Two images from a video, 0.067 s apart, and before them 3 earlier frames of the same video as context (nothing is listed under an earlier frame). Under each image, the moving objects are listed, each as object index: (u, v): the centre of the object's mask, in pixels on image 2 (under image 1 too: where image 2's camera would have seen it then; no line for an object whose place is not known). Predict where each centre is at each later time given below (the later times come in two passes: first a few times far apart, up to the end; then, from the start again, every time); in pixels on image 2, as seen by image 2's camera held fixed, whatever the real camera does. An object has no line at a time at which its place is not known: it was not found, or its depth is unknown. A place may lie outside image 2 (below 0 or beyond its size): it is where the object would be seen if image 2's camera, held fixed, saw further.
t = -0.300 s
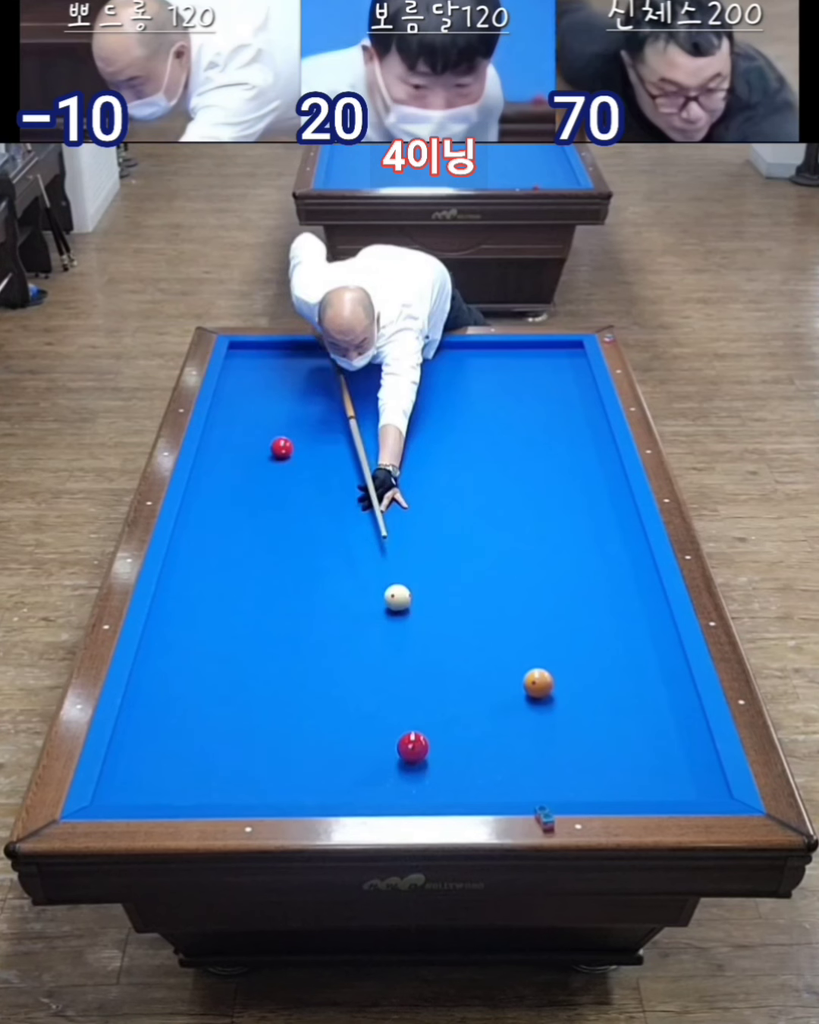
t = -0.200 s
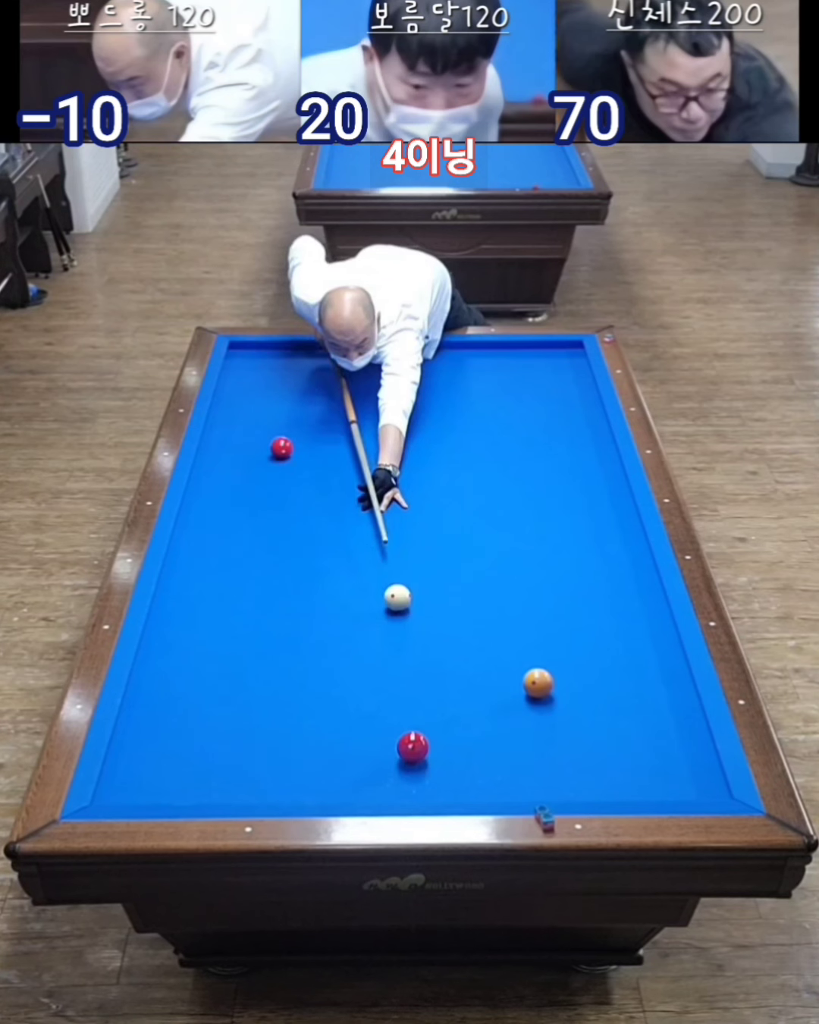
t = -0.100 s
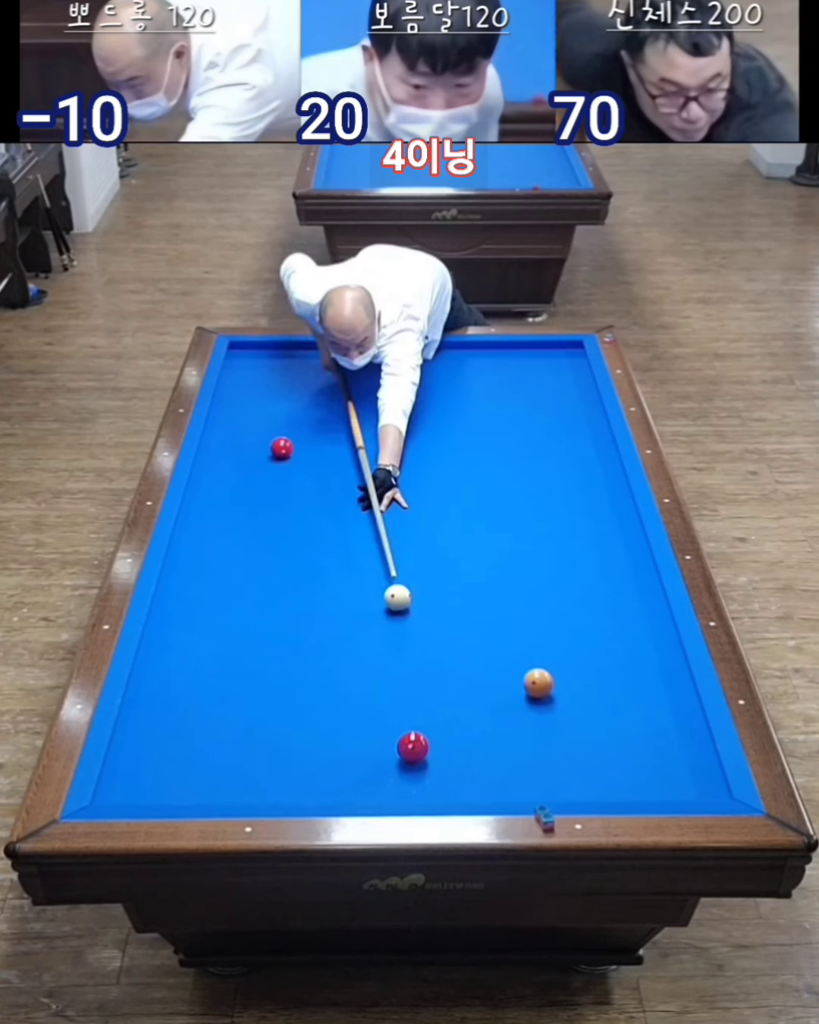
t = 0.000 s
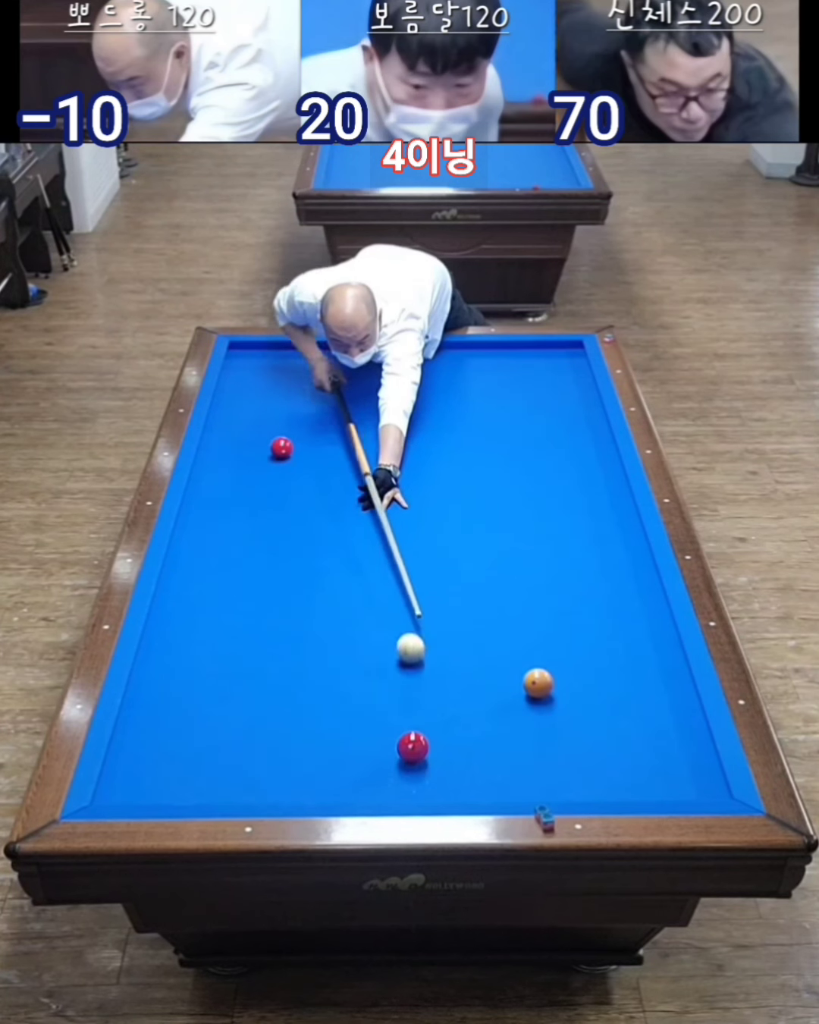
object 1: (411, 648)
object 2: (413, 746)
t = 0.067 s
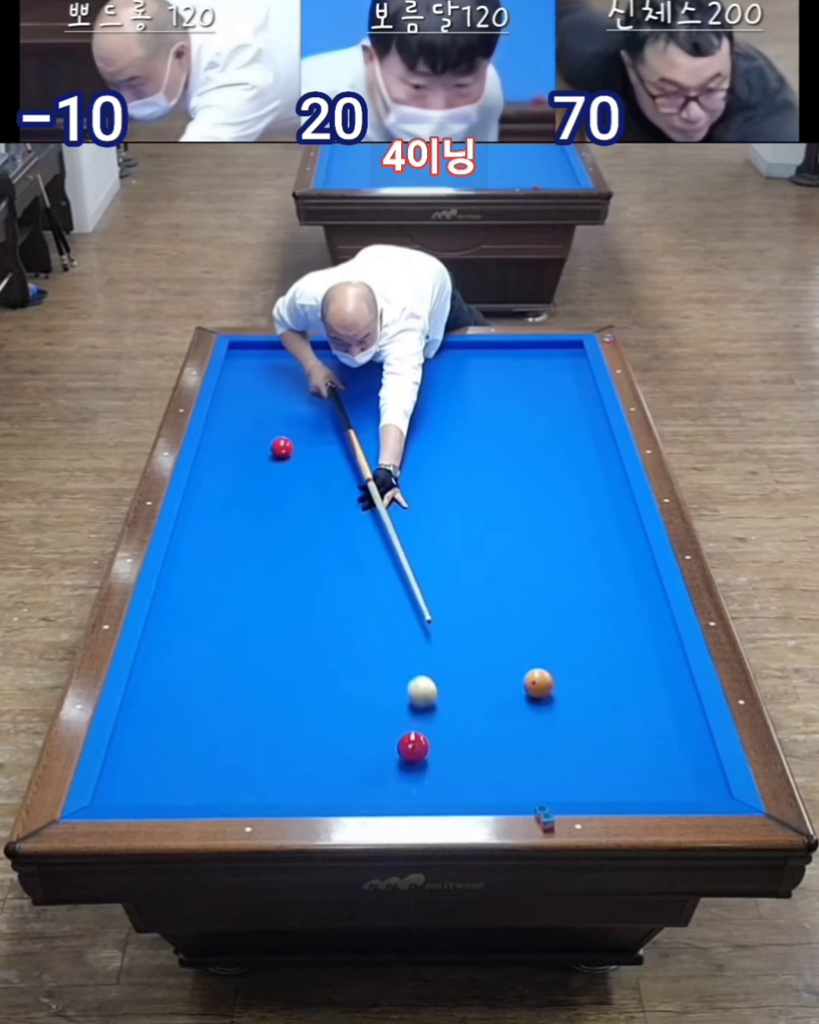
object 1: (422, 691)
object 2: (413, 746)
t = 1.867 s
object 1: (428, 522)
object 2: (211, 566)
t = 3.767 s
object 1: (248, 365)
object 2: (360, 429)
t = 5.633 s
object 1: (296, 376)
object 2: (447, 349)
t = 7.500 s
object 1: (319, 404)
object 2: (508, 374)
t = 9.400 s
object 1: (333, 417)
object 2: (544, 392)
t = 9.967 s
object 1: (334, 418)
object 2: (551, 395)
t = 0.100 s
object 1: (428, 715)
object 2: (413, 746)
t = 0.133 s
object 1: (440, 735)
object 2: (409, 751)
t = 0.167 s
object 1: (462, 747)
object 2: (393, 764)
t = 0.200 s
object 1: (485, 759)
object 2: (377, 776)
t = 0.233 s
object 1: (507, 773)
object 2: (362, 788)
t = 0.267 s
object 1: (530, 786)
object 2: (350, 789)
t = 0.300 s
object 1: (548, 785)
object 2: (342, 782)
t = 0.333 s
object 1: (562, 775)
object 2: (335, 774)
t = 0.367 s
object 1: (575, 764)
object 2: (328, 767)
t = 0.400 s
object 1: (589, 754)
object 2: (321, 760)
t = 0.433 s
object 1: (602, 744)
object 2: (315, 754)
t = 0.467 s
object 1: (615, 736)
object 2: (309, 748)
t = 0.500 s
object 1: (627, 728)
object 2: (303, 742)
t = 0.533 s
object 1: (640, 722)
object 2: (297, 737)
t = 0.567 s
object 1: (652, 715)
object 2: (291, 731)
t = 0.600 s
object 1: (664, 709)
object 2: (285, 726)
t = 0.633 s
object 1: (675, 702)
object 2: (280, 721)
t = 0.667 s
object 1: (685, 697)
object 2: (274, 716)
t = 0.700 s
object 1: (673, 690)
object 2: (269, 710)
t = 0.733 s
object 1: (663, 684)
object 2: (263, 706)
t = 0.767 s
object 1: (654, 678)
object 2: (258, 700)
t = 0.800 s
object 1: (645, 672)
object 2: (252, 695)
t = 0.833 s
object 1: (636, 666)
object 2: (247, 690)
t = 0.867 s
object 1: (628, 661)
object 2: (242, 686)
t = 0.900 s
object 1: (620, 655)
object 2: (237, 681)
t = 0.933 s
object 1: (612, 650)
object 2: (232, 675)
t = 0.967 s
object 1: (604, 644)
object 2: (227, 671)
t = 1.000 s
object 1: (597, 639)
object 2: (222, 666)
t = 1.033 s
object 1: (589, 634)
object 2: (217, 662)
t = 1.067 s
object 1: (581, 628)
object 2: (212, 656)
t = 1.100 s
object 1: (574, 623)
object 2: (208, 653)
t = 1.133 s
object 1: (567, 618)
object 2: (203, 648)
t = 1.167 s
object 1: (559, 613)
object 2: (198, 644)
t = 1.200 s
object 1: (553, 608)
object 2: (194, 639)
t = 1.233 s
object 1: (545, 603)
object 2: (189, 635)
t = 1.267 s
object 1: (538, 598)
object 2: (185, 631)
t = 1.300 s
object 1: (532, 594)
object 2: (180, 627)
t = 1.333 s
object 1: (525, 589)
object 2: (176, 623)
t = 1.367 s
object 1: (518, 584)
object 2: (172, 618)
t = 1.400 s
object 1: (512, 580)
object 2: (168, 614)
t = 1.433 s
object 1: (505, 575)
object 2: (163, 611)
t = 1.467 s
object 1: (499, 571)
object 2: (168, 607)
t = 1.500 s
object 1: (493, 566)
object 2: (172, 603)
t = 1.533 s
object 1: (486, 562)
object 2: (175, 599)
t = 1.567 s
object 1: (480, 558)
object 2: (179, 596)
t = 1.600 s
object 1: (474, 554)
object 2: (183, 592)
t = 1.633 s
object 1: (468, 549)
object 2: (186, 589)
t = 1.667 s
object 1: (462, 545)
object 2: (190, 586)
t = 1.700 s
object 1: (456, 541)
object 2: (194, 582)
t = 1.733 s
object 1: (450, 537)
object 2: (197, 579)
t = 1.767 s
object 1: (445, 533)
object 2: (201, 576)
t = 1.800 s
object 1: (439, 529)
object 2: (204, 573)
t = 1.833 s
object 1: (434, 525)
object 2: (208, 570)
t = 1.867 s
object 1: (428, 522)
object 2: (211, 566)
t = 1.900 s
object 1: (423, 518)
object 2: (215, 563)
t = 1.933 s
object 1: (417, 514)
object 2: (218, 560)
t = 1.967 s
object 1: (412, 510)
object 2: (221, 557)
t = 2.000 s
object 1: (407, 507)
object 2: (225, 554)
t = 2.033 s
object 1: (402, 503)
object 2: (228, 551)
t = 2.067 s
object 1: (397, 499)
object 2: (231, 548)
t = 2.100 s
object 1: (392, 496)
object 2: (234, 545)
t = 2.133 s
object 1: (387, 493)
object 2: (238, 542)
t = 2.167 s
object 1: (382, 489)
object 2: (241, 539)
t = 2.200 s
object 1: (377, 486)
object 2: (244, 536)
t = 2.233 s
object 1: (372, 482)
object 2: (247, 533)
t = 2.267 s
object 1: (367, 479)
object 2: (250, 531)
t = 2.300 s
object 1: (363, 476)
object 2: (253, 528)
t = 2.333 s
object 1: (358, 473)
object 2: (256, 525)
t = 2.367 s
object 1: (354, 469)
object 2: (259, 522)
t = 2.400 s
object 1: (349, 466)
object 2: (262, 520)
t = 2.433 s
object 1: (345, 463)
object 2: (265, 517)
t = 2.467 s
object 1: (340, 460)
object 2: (268, 514)
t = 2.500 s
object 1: (336, 457)
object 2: (271, 512)
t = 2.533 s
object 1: (331, 454)
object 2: (273, 509)
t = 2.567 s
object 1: (327, 451)
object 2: (276, 507)
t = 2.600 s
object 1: (323, 448)
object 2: (278, 504)
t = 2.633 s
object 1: (319, 445)
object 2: (281, 502)
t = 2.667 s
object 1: (315, 442)
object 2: (284, 499)
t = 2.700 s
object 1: (311, 439)
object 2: (287, 497)
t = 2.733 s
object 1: (306, 436)
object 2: (289, 494)
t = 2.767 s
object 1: (303, 433)
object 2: (292, 492)
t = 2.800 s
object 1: (299, 431)
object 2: (295, 490)
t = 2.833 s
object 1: (295, 428)
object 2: (297, 487)
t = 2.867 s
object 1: (291, 425)
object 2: (300, 485)
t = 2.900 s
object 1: (287, 423)
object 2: (302, 483)
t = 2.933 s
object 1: (283, 420)
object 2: (305, 480)
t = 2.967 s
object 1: (279, 417)
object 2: (307, 478)
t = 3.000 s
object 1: (276, 415)
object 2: (309, 476)
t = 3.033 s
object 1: (272, 412)
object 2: (312, 473)
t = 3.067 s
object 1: (268, 409)
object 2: (314, 471)
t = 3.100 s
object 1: (265, 407)
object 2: (317, 469)
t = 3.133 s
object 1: (261, 404)
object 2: (319, 467)
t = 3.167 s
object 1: (258, 402)
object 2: (321, 465)
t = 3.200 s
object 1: (254, 399)
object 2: (324, 463)
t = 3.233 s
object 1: (251, 397)
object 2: (326, 460)
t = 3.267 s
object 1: (247, 394)
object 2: (328, 458)
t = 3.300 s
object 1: (244, 392)
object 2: (330, 456)
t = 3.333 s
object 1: (241, 390)
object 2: (332, 454)
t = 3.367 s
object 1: (237, 387)
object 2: (335, 452)
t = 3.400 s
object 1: (234, 385)
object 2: (337, 450)
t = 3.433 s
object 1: (231, 383)
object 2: (339, 448)
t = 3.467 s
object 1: (228, 380)
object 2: (341, 446)
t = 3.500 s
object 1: (230, 379)
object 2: (343, 444)
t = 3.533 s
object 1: (233, 377)
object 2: (345, 442)
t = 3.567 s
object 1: (235, 375)
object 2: (348, 440)
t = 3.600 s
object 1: (238, 373)
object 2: (349, 438)
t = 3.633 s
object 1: (240, 372)
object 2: (352, 436)
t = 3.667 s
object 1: (242, 370)
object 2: (353, 435)
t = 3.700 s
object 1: (244, 368)
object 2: (356, 433)
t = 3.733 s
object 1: (246, 367)
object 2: (358, 431)
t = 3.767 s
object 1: (248, 365)
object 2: (360, 429)
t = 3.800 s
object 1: (251, 363)
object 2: (362, 427)
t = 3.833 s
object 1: (253, 362)
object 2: (363, 426)
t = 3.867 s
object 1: (255, 360)
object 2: (365, 424)
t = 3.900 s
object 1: (257, 358)
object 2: (367, 422)
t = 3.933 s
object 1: (259, 357)
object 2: (369, 420)
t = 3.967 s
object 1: (261, 355)
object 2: (371, 418)
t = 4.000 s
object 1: (263, 354)
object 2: (373, 417)
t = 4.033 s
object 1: (265, 352)
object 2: (375, 415)
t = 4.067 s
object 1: (267, 351)
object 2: (377, 414)
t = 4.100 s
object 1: (269, 349)
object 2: (378, 412)
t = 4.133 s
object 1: (271, 348)
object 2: (380, 410)
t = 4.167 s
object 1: (273, 347)
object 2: (382, 409)
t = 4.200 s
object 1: (274, 346)
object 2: (384, 407)
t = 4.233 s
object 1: (274, 347)
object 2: (386, 405)
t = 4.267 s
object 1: (275, 348)
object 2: (387, 404)
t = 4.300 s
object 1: (275, 348)
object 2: (389, 402)
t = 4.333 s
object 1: (276, 349)
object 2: (390, 400)
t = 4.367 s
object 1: (277, 350)
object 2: (392, 399)
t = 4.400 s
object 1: (277, 350)
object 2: (394, 397)
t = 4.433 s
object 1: (278, 351)
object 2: (396, 396)
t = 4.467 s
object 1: (278, 352)
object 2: (397, 394)
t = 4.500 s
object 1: (279, 353)
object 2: (399, 393)
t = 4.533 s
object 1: (279, 354)
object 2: (401, 392)
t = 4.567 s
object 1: (280, 354)
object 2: (402, 390)
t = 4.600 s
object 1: (280, 355)
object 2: (404, 389)
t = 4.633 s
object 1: (281, 356)
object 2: (405, 387)
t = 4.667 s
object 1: (281, 356)
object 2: (407, 386)
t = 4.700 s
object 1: (282, 357)
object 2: (408, 384)
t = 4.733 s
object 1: (282, 358)
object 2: (410, 383)
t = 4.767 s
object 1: (283, 358)
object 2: (412, 381)
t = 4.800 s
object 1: (283, 359)
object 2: (413, 380)
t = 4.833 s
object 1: (284, 360)
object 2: (415, 379)
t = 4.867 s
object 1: (284, 361)
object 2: (416, 377)
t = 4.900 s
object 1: (285, 361)
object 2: (417, 376)
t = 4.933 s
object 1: (285, 362)
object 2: (419, 375)
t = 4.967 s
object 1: (286, 363)
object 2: (420, 373)
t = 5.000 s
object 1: (286, 363)
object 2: (422, 372)
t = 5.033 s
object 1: (287, 364)
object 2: (423, 371)
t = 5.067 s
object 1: (288, 365)
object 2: (425, 370)
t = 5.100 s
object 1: (288, 365)
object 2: (426, 368)
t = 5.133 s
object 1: (289, 366)
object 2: (427, 367)
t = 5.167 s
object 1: (289, 367)
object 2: (429, 366)
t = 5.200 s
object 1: (290, 367)
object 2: (430, 364)
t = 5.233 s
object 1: (290, 368)
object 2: (431, 363)
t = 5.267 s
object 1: (291, 369)
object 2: (433, 362)
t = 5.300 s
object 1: (291, 369)
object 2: (434, 361)
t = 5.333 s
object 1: (292, 370)
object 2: (435, 360)
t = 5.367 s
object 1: (292, 371)
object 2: (437, 359)
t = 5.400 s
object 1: (293, 371)
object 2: (438, 357)
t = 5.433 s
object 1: (293, 372)
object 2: (439, 356)
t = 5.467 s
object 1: (294, 373)
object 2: (441, 355)
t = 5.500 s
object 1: (294, 373)
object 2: (442, 354)
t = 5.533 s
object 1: (295, 374)
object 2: (443, 352)
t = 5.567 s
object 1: (295, 375)
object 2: (444, 351)
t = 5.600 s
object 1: (295, 375)
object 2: (446, 350)
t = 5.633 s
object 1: (296, 376)
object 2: (447, 349)
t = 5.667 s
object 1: (296, 376)
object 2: (448, 348)
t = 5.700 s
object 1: (297, 377)
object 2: (449, 347)
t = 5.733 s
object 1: (297, 378)
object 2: (450, 346)
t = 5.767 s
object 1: (298, 378)
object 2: (451, 347)
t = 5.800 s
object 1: (298, 379)
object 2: (453, 347)
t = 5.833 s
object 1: (298, 379)
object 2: (454, 348)
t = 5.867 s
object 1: (299, 380)
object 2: (455, 349)
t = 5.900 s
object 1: (299, 381)
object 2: (457, 349)
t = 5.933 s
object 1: (300, 381)
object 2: (458, 350)
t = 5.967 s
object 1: (300, 382)
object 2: (459, 350)
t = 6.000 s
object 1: (301, 382)
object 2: (460, 351)
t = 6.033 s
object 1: (301, 383)
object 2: (461, 351)
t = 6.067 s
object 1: (302, 384)
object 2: (463, 352)
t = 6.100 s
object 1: (302, 384)
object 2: (464, 352)
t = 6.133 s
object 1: (303, 385)
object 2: (465, 353)
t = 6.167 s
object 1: (303, 385)
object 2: (466, 354)
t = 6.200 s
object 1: (304, 386)
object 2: (467, 354)
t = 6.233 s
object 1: (304, 386)
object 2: (469, 355)
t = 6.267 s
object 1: (304, 387)
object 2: (470, 355)
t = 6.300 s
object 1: (305, 387)
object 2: (471, 356)
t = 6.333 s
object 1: (305, 388)
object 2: (472, 356)
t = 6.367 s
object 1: (306, 388)
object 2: (473, 357)
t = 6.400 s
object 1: (306, 389)
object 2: (474, 358)
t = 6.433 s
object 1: (307, 389)
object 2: (475, 358)
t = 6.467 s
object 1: (307, 390)
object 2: (476, 359)
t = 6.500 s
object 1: (308, 390)
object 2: (477, 359)
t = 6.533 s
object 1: (308, 391)
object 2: (479, 360)
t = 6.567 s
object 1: (308, 391)
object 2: (480, 360)
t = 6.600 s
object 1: (309, 392)
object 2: (481, 361)
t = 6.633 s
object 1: (309, 393)
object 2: (482, 362)
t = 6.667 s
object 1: (309, 393)
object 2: (483, 362)
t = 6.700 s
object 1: (310, 393)
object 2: (484, 363)
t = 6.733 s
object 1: (310, 394)
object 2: (485, 363)
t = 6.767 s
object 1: (311, 394)
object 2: (486, 364)
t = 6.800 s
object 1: (311, 395)
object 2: (487, 364)
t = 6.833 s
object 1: (312, 396)
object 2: (488, 365)
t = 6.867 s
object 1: (312, 396)
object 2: (489, 365)
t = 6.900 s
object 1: (312, 396)
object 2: (491, 366)
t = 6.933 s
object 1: (313, 397)
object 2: (492, 366)
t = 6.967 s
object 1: (313, 397)
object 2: (492, 366)
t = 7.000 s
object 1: (314, 398)
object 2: (493, 367)
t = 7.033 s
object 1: (314, 398)
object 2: (495, 367)
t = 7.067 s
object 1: (314, 399)
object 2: (495, 368)
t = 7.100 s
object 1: (315, 399)
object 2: (496, 369)
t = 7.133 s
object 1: (315, 399)
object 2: (497, 369)
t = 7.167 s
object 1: (315, 400)
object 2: (498, 370)
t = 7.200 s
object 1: (316, 400)
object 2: (499, 370)
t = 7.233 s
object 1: (316, 401)
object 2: (500, 371)
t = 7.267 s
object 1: (316, 401)
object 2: (501, 371)
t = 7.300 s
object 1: (316, 402)
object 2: (502, 372)
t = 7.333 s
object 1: (317, 402)
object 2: (503, 372)
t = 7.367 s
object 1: (317, 402)
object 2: (504, 373)
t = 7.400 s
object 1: (317, 403)
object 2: (505, 373)
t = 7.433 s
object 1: (318, 403)
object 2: (506, 374)
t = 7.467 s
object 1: (318, 404)
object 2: (507, 374)
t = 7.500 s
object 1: (319, 404)
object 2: (508, 374)
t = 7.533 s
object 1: (319, 404)
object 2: (508, 375)
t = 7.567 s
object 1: (319, 405)
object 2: (509, 375)
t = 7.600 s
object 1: (320, 405)
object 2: (510, 375)
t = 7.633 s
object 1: (320, 405)
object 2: (511, 376)
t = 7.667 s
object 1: (320, 406)
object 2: (512, 376)
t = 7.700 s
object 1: (320, 406)
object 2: (513, 377)
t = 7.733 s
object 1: (321, 406)
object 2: (513, 377)
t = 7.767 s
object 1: (321, 407)
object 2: (514, 378)
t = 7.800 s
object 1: (322, 407)
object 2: (515, 378)
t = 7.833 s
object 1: (322, 407)
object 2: (516, 378)
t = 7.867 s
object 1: (322, 408)
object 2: (517, 379)
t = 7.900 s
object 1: (323, 408)
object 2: (518, 379)
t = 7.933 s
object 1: (323, 408)
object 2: (519, 379)
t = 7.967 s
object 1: (324, 409)
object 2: (519, 380)
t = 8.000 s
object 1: (324, 409)
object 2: (520, 380)
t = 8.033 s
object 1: (324, 409)
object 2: (521, 381)
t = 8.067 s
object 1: (325, 410)
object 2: (521, 381)
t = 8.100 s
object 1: (325, 410)
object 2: (522, 381)
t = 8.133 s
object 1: (325, 410)
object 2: (523, 382)
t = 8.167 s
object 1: (326, 410)
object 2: (524, 382)
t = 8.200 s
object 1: (326, 411)
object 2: (524, 382)
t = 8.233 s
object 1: (326, 411)
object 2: (525, 383)
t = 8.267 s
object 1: (327, 411)
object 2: (526, 383)
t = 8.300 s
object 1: (327, 411)
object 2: (526, 384)
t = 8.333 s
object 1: (327, 412)
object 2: (527, 384)
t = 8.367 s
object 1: (327, 412)
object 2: (528, 384)
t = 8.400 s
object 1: (328, 412)
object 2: (529, 384)
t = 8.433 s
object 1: (328, 412)
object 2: (529, 385)
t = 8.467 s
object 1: (328, 412)
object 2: (530, 385)
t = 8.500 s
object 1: (329, 413)
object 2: (530, 385)
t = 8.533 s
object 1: (329, 413)
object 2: (531, 386)
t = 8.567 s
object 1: (329, 413)
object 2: (532, 386)
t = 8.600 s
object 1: (329, 413)
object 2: (532, 386)
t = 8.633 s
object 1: (329, 414)
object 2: (533, 387)
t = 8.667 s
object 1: (330, 414)
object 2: (533, 387)
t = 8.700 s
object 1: (330, 414)
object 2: (534, 387)
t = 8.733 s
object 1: (330, 414)
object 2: (534, 388)
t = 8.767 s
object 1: (330, 414)
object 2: (535, 388)
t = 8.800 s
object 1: (330, 415)
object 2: (536, 388)
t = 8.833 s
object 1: (331, 415)
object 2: (536, 388)
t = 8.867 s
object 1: (331, 415)
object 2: (537, 389)
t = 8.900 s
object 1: (331, 415)
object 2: (537, 389)
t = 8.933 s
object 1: (331, 415)
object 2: (538, 389)
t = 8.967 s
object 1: (331, 415)
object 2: (538, 389)
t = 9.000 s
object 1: (331, 415)
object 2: (539, 390)
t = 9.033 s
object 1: (332, 416)
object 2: (539, 390)
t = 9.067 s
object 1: (332, 416)
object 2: (540, 390)
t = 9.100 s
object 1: (332, 416)
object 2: (540, 391)
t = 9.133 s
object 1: (332, 416)
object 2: (541, 391)
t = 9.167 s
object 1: (332, 416)
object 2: (541, 391)
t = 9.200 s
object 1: (332, 416)
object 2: (542, 391)
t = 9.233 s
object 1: (333, 416)
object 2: (542, 391)
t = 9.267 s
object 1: (333, 416)
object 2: (543, 391)
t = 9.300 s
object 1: (333, 417)
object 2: (543, 392)
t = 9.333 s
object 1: (333, 417)
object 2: (543, 392)
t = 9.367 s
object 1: (333, 417)
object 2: (544, 392)
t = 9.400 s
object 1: (333, 417)
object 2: (544, 392)
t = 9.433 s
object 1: (333, 417)
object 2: (545, 392)
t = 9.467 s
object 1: (333, 417)
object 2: (545, 393)
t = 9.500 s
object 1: (333, 417)
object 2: (546, 393)
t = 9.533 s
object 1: (333, 417)
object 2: (546, 393)
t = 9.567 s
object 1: (333, 417)
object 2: (546, 393)
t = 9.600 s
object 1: (333, 417)
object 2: (547, 393)
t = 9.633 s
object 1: (333, 417)
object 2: (547, 393)
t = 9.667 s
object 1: (333, 417)
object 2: (548, 394)
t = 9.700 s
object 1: (333, 418)
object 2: (548, 394)
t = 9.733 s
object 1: (333, 418)
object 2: (548, 394)
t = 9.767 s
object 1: (333, 418)
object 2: (549, 394)
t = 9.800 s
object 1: (333, 418)
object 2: (549, 394)
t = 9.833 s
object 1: (333, 418)
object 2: (549, 394)
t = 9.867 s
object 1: (334, 418)
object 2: (550, 394)
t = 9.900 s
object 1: (334, 418)
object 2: (550, 394)
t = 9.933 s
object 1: (334, 418)
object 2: (550, 395)
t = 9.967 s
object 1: (334, 418)
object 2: (551, 395)
